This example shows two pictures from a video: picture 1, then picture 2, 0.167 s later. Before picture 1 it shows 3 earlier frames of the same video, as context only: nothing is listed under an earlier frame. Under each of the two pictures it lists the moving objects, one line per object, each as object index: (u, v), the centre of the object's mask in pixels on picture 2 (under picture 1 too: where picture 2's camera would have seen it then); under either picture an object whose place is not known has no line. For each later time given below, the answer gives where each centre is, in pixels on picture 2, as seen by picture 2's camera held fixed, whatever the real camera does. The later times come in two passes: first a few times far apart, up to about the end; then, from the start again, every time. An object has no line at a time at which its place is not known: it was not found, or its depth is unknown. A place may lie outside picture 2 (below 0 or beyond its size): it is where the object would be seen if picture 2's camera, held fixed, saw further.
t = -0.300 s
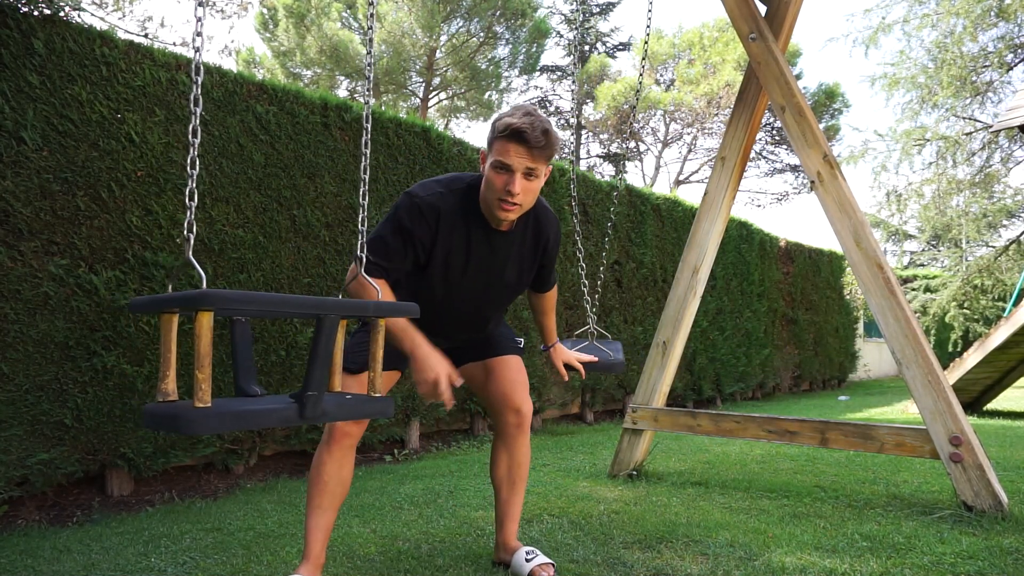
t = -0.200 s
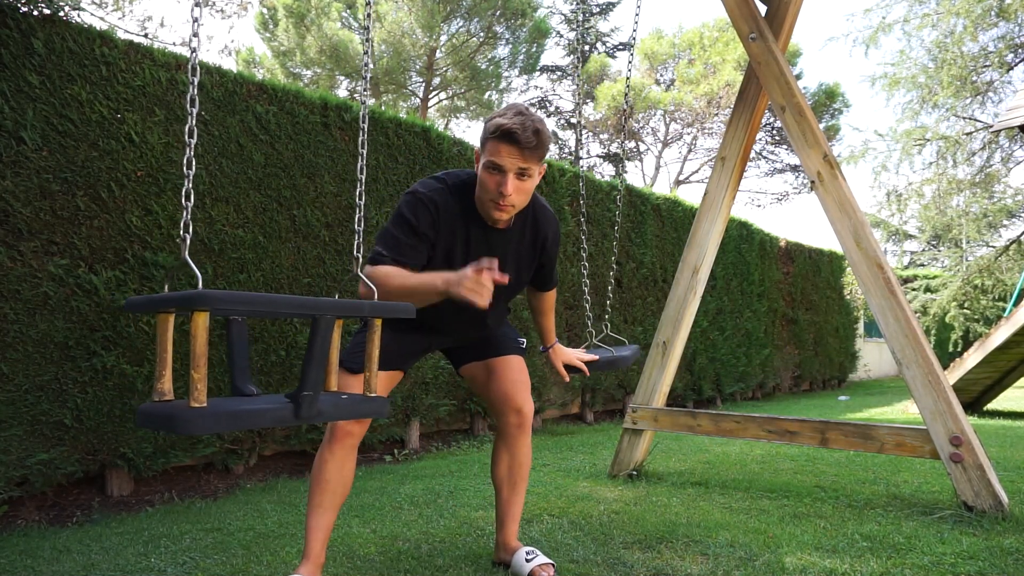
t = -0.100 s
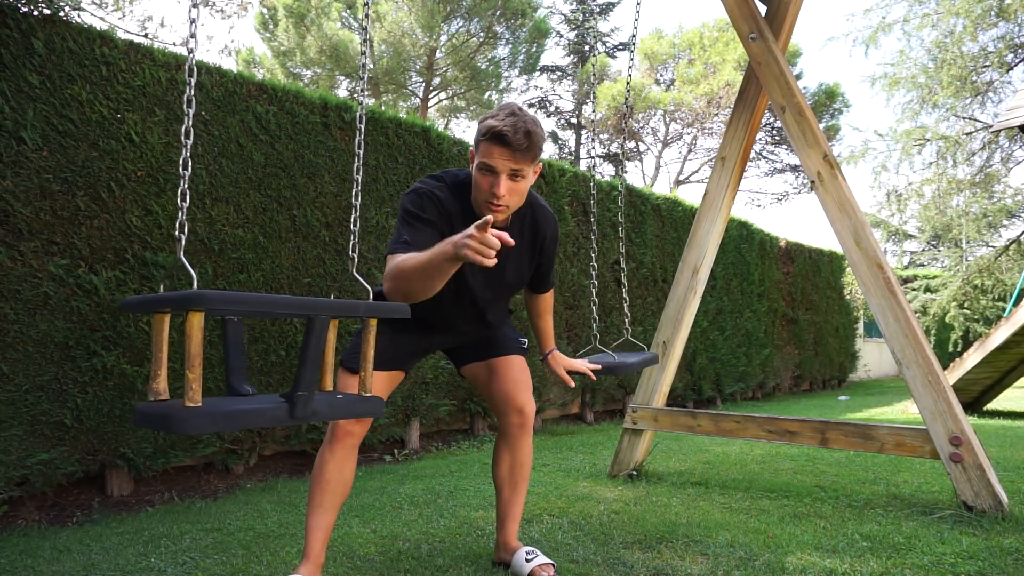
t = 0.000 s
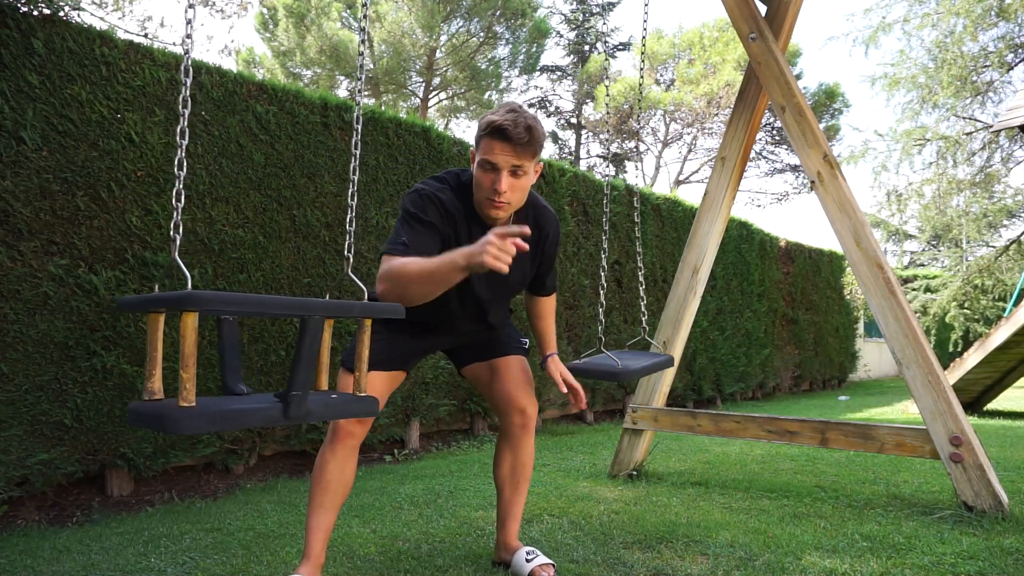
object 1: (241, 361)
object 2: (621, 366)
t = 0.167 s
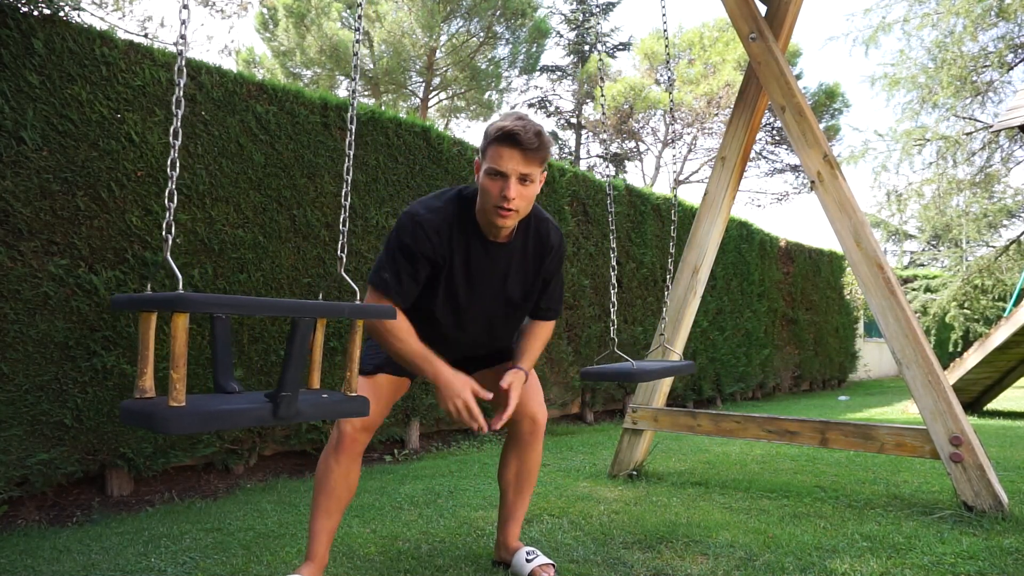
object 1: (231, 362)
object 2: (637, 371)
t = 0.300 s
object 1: (229, 362)
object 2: (654, 370)
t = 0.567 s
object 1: (219, 362)
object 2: (669, 368)
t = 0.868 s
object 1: (226, 362)
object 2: (652, 366)
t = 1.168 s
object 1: (226, 362)
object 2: (639, 367)
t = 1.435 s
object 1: (224, 362)
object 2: (651, 367)
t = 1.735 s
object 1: (224, 362)
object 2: (655, 369)
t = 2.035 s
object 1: (240, 362)
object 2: (648, 371)
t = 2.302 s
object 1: (248, 361)
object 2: (624, 370)
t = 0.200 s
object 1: (230, 362)
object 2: (641, 371)
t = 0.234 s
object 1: (228, 362)
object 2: (646, 371)
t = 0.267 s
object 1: (228, 362)
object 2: (650, 371)
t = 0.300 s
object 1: (229, 362)
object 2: (654, 370)
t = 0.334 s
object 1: (228, 362)
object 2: (657, 370)
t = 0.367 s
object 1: (227, 362)
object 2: (661, 369)
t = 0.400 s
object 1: (227, 362)
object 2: (662, 369)
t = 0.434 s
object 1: (225, 362)
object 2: (666, 370)
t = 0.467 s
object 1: (225, 362)
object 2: (667, 371)
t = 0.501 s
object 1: (220, 361)
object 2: (668, 371)
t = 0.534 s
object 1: (220, 361)
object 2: (668, 370)
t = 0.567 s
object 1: (219, 362)
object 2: (669, 368)
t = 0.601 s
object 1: (220, 362)
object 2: (669, 366)
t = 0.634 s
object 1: (219, 361)
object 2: (667, 364)
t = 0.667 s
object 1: (220, 361)
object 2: (664, 362)
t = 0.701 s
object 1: (220, 361)
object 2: (662, 361)
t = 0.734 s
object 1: (220, 361)
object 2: (660, 361)
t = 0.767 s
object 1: (224, 362)
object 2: (658, 362)
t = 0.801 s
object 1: (224, 362)
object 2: (655, 363)
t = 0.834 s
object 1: (225, 362)
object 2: (654, 365)
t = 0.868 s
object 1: (226, 362)
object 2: (652, 366)
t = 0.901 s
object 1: (227, 362)
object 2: (648, 368)
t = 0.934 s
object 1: (228, 362)
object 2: (644, 369)
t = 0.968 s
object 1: (230, 362)
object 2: (640, 369)
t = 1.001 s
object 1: (232, 362)
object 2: (636, 369)
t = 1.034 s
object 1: (233, 362)
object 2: (634, 369)
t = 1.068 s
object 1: (235, 362)
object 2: (631, 369)
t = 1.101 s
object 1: (229, 362)
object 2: (638, 368)
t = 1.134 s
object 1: (227, 362)
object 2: (638, 367)
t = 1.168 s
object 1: (226, 362)
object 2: (639, 367)
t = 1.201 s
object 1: (228, 362)
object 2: (641, 367)
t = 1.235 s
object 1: (227, 362)
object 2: (643, 368)
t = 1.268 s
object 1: (226, 362)
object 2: (645, 369)
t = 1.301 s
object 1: (225, 362)
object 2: (649, 369)
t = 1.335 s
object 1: (225, 362)
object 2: (650, 369)
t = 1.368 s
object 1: (224, 362)
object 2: (650, 368)
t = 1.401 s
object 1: (224, 362)
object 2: (651, 367)
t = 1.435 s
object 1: (224, 362)
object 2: (651, 367)
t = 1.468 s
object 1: (224, 362)
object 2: (653, 366)
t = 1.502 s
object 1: (224, 362)
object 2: (653, 366)
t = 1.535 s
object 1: (224, 362)
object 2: (653, 366)
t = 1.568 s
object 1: (224, 362)
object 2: (652, 366)
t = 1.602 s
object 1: (225, 362)
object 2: (653, 367)
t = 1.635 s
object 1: (225, 362)
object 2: (653, 368)
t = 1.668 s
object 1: (222, 362)
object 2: (654, 369)
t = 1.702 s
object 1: (223, 362)
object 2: (655, 368)
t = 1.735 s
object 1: (224, 362)
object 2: (655, 369)
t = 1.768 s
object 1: (225, 362)
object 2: (653, 370)
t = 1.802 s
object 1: (230, 362)
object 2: (653, 370)
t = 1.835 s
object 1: (231, 362)
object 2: (652, 371)
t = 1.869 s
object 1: (232, 362)
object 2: (651, 371)
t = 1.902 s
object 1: (234, 362)
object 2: (651, 370)
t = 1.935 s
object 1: (235, 362)
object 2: (651, 370)
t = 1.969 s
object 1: (237, 362)
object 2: (650, 371)
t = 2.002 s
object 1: (238, 362)
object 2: (649, 371)
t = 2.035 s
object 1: (240, 362)
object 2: (648, 371)
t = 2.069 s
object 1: (242, 361)
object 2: (646, 371)
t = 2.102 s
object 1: (239, 361)
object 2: (644, 371)
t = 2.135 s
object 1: (241, 361)
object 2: (641, 371)
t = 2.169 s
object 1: (242, 361)
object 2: (639, 370)
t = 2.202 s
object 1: (244, 361)
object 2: (636, 370)
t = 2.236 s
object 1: (245, 361)
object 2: (632, 370)
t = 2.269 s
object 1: (250, 361)
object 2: (628, 370)
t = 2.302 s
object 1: (248, 361)
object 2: (624, 370)
